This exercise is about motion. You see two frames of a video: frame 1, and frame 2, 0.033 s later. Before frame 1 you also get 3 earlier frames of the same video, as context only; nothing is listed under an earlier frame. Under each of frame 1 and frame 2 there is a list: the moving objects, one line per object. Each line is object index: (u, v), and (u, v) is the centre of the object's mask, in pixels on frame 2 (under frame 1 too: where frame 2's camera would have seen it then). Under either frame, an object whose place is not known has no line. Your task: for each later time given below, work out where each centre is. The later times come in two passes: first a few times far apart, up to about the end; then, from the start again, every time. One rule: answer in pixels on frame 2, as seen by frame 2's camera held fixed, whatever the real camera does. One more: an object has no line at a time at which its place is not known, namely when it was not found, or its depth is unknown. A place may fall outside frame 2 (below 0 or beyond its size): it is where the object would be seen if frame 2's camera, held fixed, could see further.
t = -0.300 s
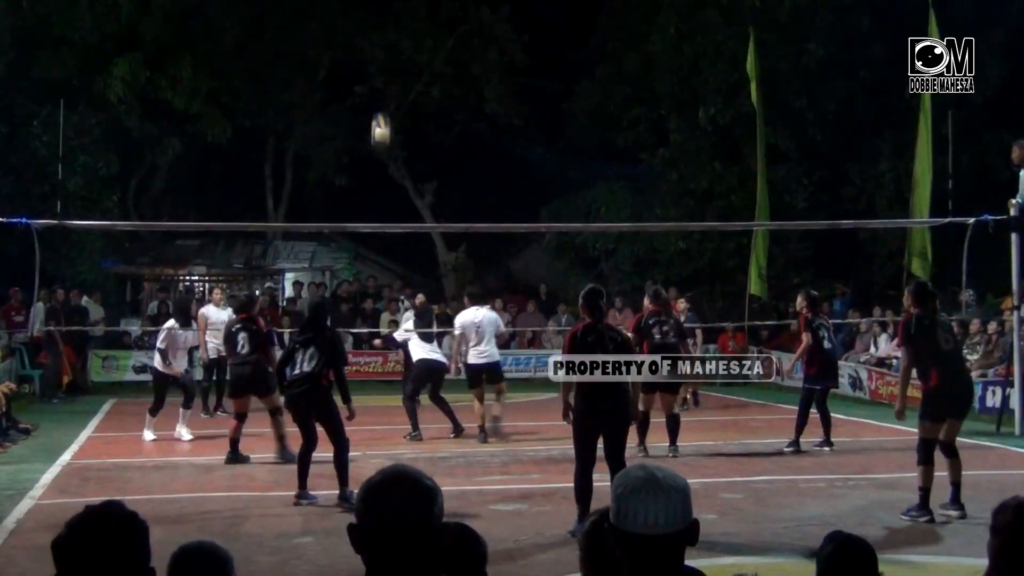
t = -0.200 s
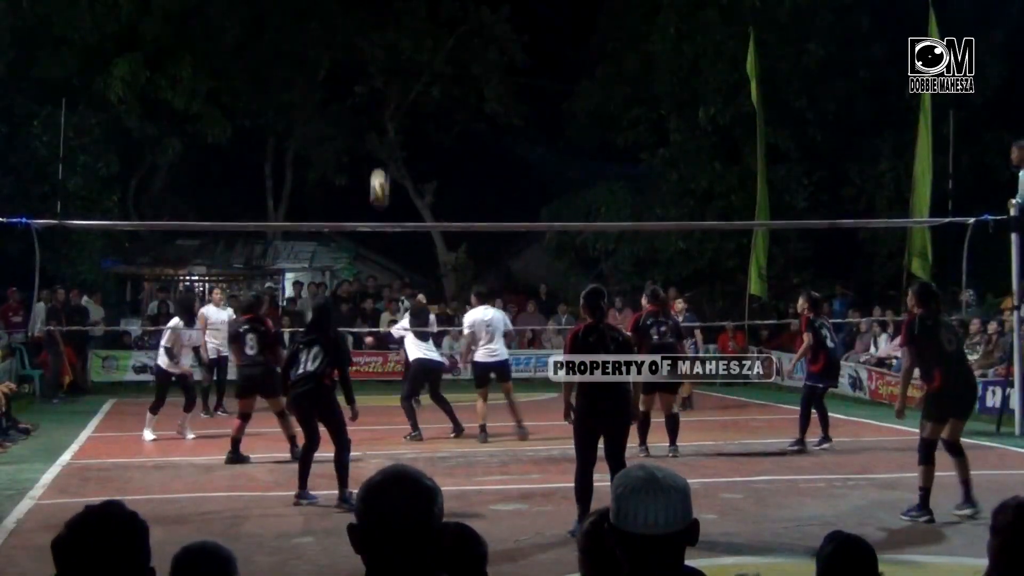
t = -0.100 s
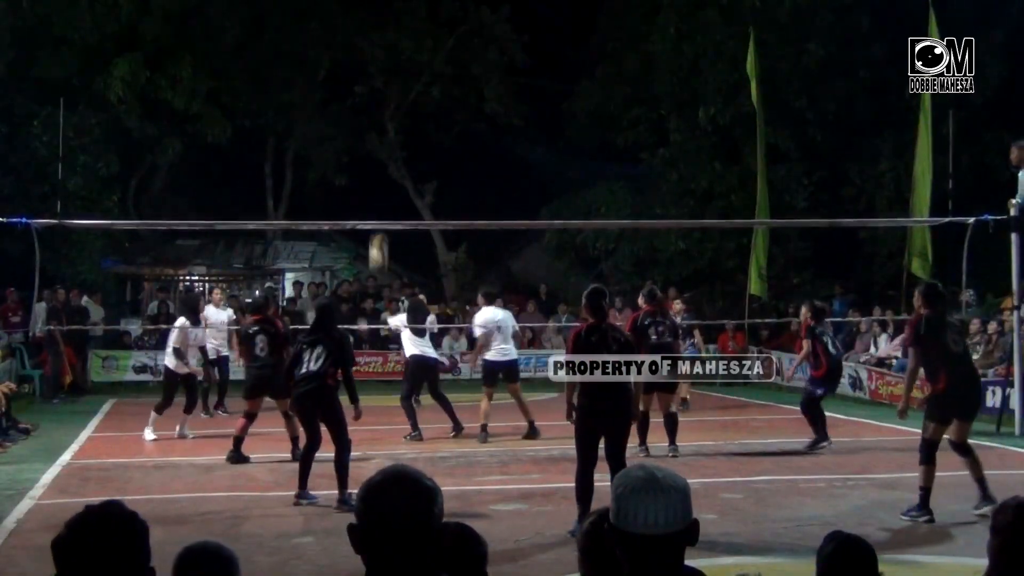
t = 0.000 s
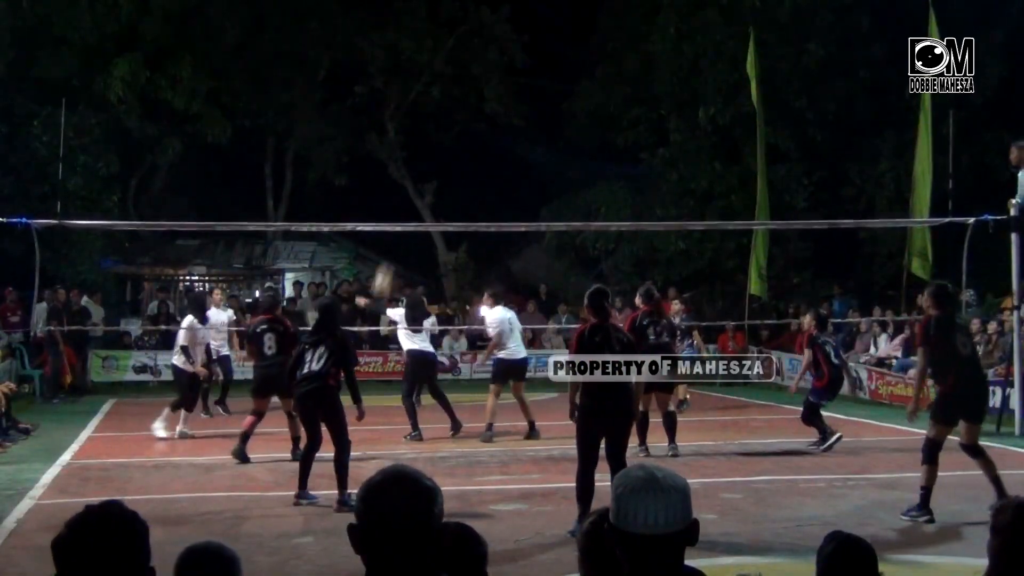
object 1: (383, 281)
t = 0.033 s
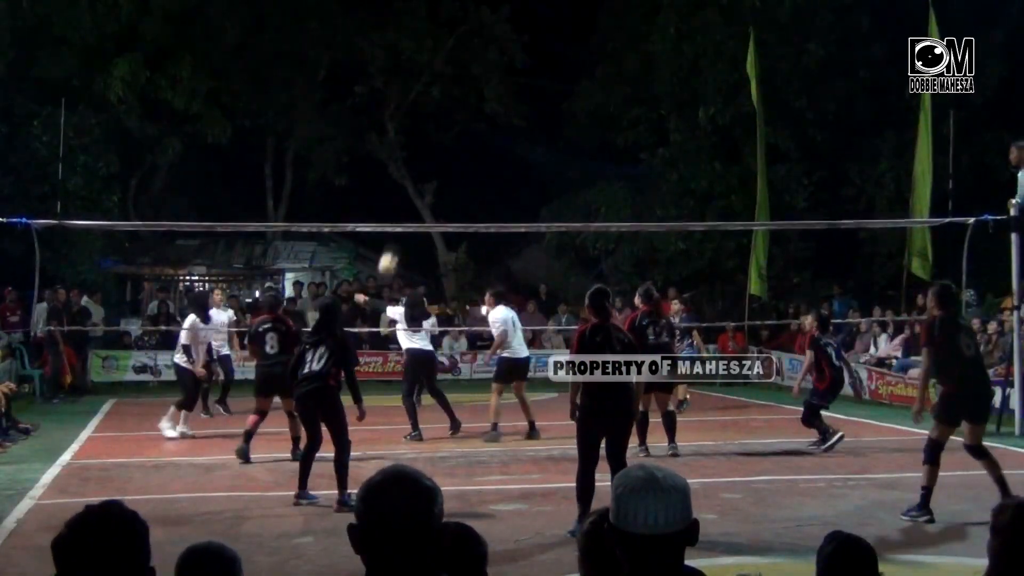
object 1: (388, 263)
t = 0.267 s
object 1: (425, 163)
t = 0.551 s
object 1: (469, 105)
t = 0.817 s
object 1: (510, 117)
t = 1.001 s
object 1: (538, 162)
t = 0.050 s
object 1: (391, 254)
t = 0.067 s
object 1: (394, 245)
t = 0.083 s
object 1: (395, 241)
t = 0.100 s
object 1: (399, 230)
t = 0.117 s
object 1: (402, 215)
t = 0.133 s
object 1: (404, 213)
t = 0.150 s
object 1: (406, 207)
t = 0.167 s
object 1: (409, 199)
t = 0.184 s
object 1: (412, 192)
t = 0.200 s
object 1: (415, 185)
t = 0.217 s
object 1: (418, 179)
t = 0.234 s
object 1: (420, 174)
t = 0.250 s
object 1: (422, 168)
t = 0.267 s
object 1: (425, 163)
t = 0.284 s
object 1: (427, 157)
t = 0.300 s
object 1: (430, 152)
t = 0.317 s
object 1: (433, 146)
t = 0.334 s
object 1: (435, 142)
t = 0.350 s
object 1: (438, 138)
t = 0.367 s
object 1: (441, 134)
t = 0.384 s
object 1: (443, 130)
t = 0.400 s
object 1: (446, 126)
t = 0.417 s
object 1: (448, 123)
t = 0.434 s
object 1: (451, 120)
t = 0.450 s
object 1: (453, 117)
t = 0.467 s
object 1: (456, 115)
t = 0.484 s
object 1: (459, 113)
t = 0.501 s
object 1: (462, 110)
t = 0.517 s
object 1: (464, 108)
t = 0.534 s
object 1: (466, 107)
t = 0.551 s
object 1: (469, 105)
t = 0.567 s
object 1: (472, 105)
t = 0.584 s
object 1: (474, 104)
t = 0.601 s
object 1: (477, 103)
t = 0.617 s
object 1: (479, 102)
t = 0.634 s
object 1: (482, 102)
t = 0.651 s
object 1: (485, 102)
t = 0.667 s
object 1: (487, 103)
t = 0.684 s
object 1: (489, 103)
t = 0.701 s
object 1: (492, 104)
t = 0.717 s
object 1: (495, 105)
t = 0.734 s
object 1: (497, 107)
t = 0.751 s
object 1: (500, 109)
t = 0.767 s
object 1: (502, 110)
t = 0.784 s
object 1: (505, 112)
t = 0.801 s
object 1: (507, 115)
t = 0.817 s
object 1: (510, 117)
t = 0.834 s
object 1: (512, 120)
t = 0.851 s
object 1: (515, 123)
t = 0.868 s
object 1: (518, 126)
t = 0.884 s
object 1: (520, 130)
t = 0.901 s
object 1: (523, 133)
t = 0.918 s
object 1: (526, 138)
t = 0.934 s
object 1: (528, 143)
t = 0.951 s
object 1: (531, 147)
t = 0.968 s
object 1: (533, 151)
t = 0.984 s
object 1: (535, 156)
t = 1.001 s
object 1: (538, 162)
